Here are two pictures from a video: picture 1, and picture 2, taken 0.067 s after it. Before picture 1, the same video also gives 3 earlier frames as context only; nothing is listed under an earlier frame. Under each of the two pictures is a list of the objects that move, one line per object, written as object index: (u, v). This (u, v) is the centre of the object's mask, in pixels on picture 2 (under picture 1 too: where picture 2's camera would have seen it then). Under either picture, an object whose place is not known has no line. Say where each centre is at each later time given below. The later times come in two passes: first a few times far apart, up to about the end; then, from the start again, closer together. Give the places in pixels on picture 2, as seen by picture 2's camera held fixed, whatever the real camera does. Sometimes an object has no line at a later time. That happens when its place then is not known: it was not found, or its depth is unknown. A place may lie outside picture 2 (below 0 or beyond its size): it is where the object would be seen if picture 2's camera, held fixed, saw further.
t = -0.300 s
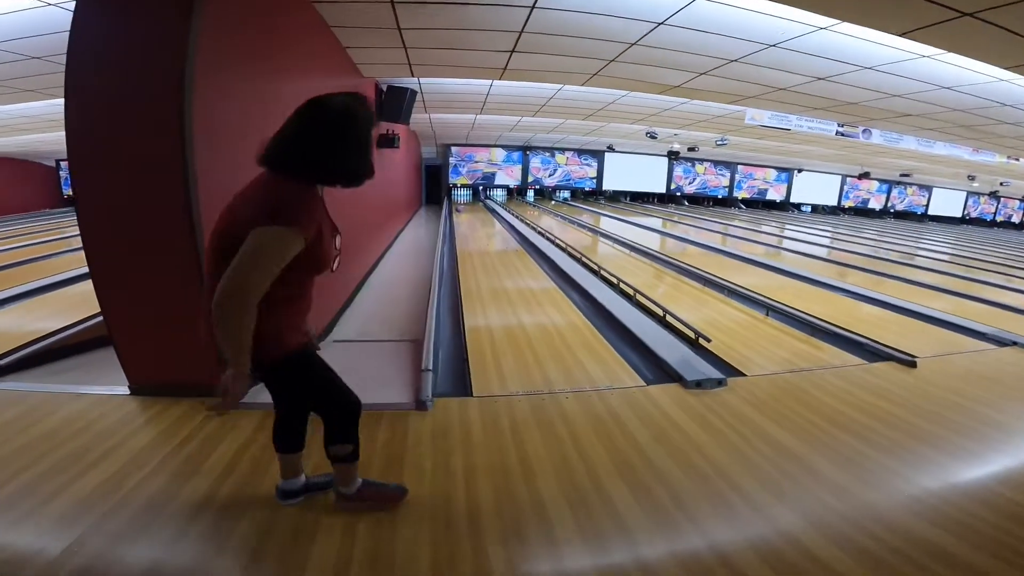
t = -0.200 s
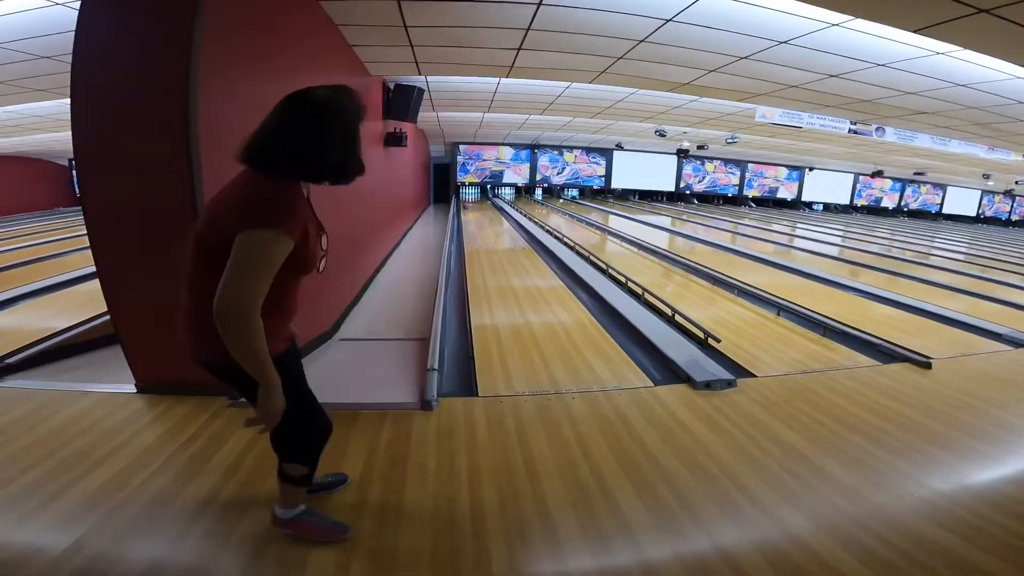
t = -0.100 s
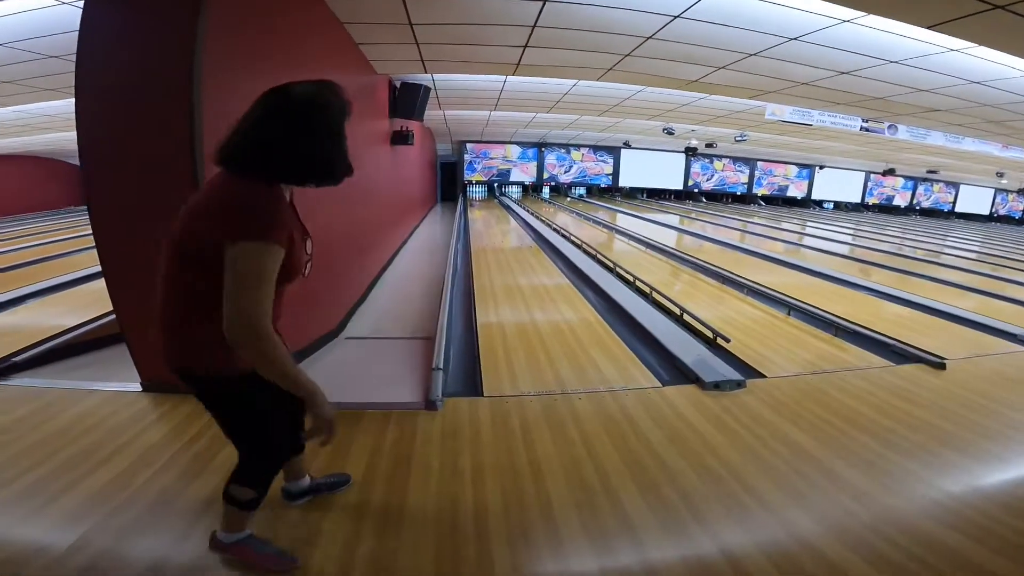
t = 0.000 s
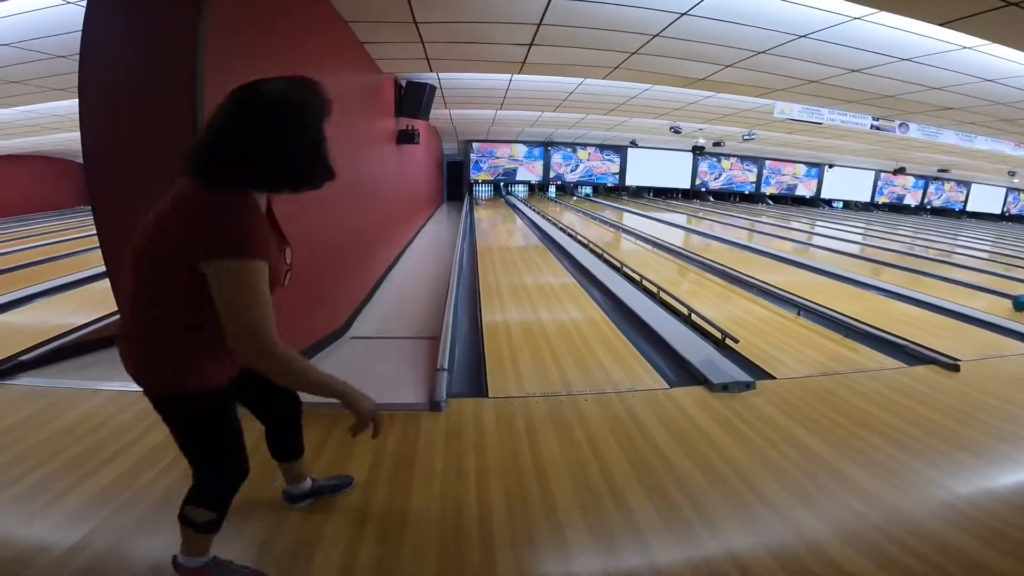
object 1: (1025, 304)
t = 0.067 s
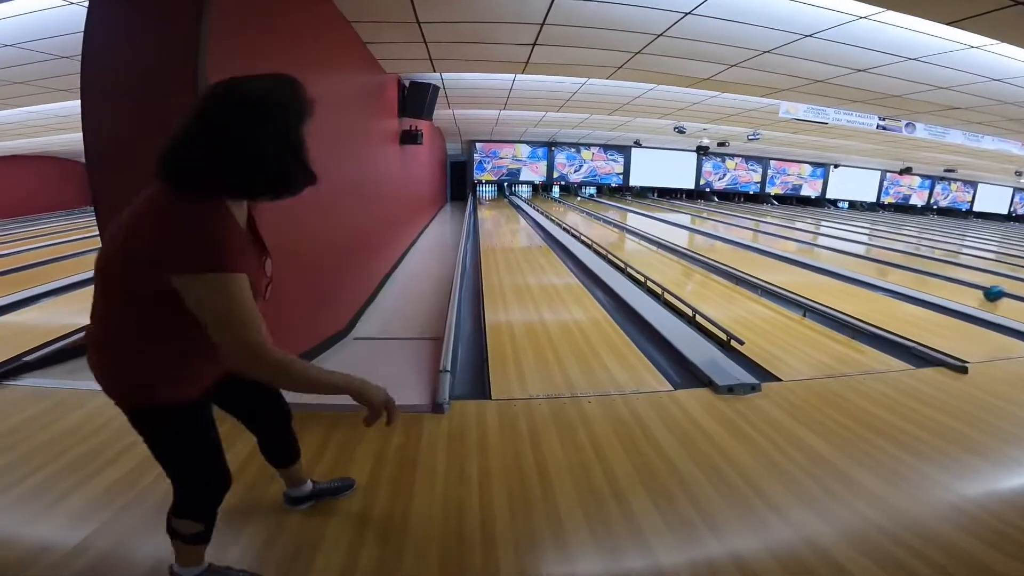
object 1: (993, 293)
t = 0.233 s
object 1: (918, 274)
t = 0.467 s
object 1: (842, 255)
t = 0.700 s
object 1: (788, 241)
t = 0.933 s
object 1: (745, 231)
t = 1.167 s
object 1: (712, 223)
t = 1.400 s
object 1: (686, 218)
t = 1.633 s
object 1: (667, 213)
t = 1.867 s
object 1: (651, 209)
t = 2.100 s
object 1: (636, 205)
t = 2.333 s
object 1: (626, 201)
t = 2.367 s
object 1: (625, 201)
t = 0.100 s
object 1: (976, 289)
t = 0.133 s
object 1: (961, 285)
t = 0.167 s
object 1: (946, 281)
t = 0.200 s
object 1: (931, 277)
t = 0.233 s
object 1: (918, 274)
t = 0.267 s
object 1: (905, 271)
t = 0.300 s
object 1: (894, 268)
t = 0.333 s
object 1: (883, 265)
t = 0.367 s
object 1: (872, 261)
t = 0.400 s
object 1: (861, 258)
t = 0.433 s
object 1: (853, 256)
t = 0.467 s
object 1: (842, 255)
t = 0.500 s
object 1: (833, 252)
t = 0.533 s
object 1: (825, 250)
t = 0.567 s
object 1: (818, 248)
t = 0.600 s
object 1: (810, 246)
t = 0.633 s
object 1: (803, 245)
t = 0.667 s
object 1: (795, 243)
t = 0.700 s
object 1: (788, 241)
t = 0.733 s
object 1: (781, 239)
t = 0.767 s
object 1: (775, 238)
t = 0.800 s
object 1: (769, 237)
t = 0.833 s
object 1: (763, 235)
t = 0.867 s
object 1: (756, 233)
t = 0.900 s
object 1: (751, 232)
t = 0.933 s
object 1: (745, 231)
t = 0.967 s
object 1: (740, 230)
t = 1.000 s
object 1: (735, 229)
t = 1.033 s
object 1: (730, 227)
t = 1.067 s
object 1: (725, 226)
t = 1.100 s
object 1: (721, 225)
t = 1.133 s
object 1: (717, 224)
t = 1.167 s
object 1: (712, 223)
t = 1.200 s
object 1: (708, 223)
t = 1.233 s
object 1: (703, 222)
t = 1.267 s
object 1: (701, 221)
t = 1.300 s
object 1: (696, 220)
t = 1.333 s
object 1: (693, 219)
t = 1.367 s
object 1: (690, 218)
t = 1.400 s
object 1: (686, 218)
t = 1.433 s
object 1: (683, 217)
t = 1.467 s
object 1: (681, 216)
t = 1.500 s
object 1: (678, 215)
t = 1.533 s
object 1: (676, 215)
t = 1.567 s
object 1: (672, 214)
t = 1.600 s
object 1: (669, 214)
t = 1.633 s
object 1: (667, 213)
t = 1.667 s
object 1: (664, 212)
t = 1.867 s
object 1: (651, 209)
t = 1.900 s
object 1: (649, 208)
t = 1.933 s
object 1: (645, 207)
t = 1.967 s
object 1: (643, 207)
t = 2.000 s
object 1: (641, 206)
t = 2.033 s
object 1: (640, 206)
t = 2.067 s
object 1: (638, 205)
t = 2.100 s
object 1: (636, 205)
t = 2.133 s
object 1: (637, 204)
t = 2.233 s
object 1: (632, 203)
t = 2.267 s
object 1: (628, 202)
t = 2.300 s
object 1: (627, 201)
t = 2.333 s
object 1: (626, 201)
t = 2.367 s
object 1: (625, 201)
